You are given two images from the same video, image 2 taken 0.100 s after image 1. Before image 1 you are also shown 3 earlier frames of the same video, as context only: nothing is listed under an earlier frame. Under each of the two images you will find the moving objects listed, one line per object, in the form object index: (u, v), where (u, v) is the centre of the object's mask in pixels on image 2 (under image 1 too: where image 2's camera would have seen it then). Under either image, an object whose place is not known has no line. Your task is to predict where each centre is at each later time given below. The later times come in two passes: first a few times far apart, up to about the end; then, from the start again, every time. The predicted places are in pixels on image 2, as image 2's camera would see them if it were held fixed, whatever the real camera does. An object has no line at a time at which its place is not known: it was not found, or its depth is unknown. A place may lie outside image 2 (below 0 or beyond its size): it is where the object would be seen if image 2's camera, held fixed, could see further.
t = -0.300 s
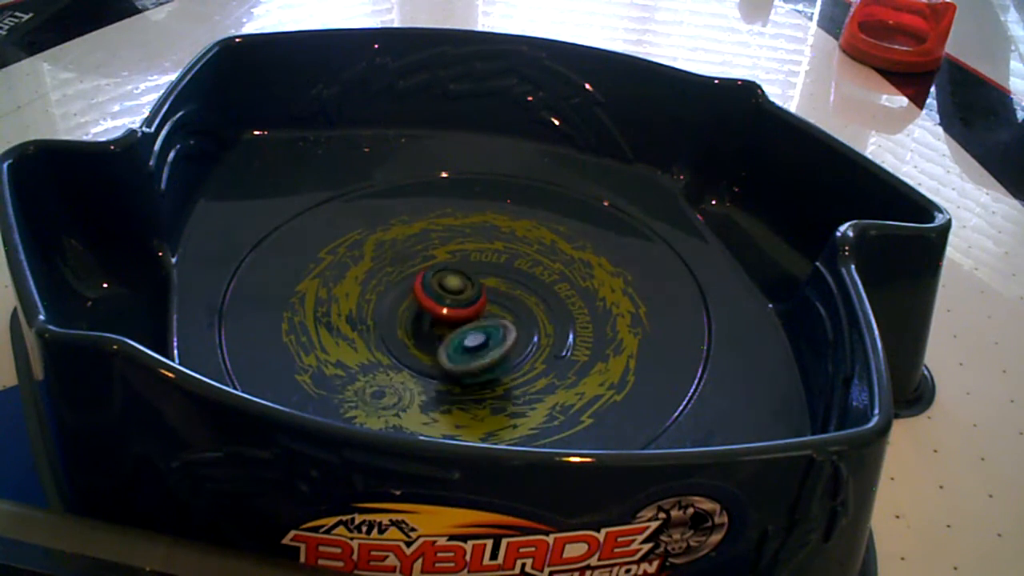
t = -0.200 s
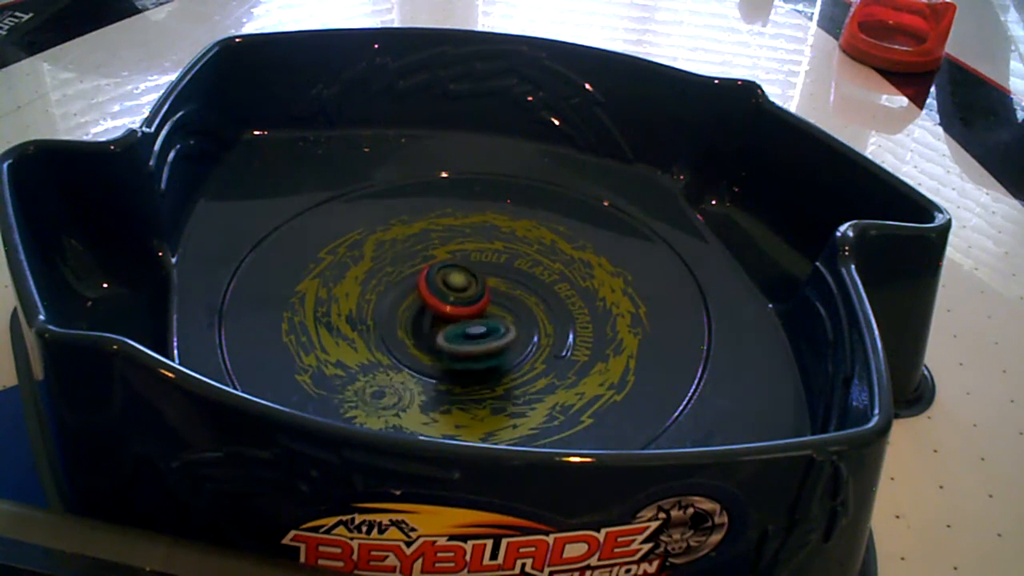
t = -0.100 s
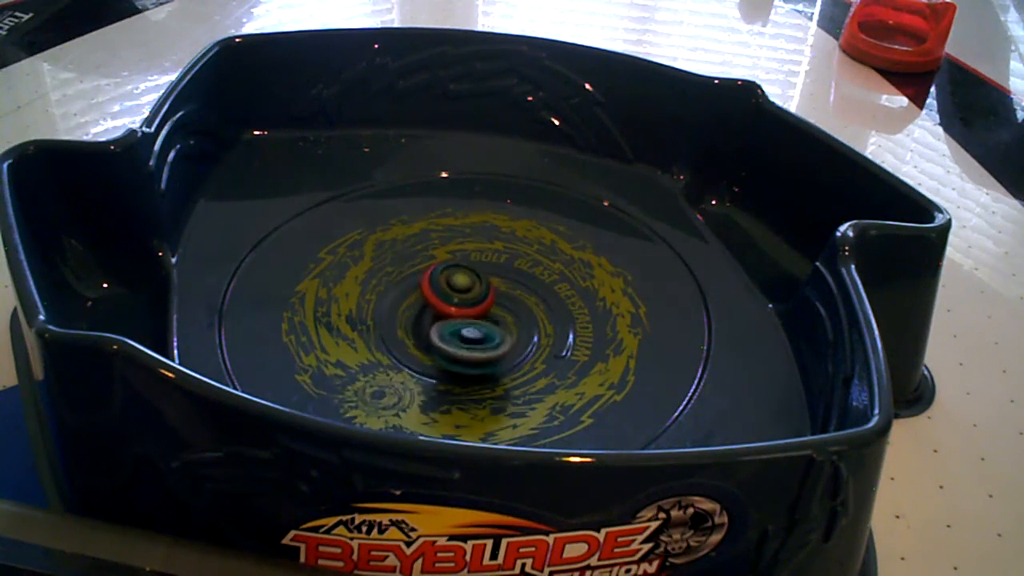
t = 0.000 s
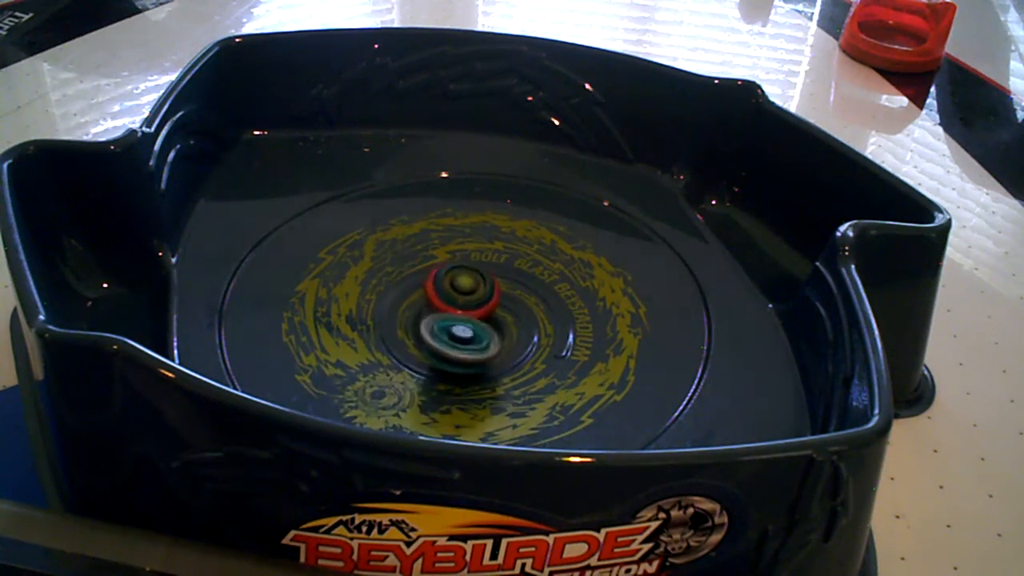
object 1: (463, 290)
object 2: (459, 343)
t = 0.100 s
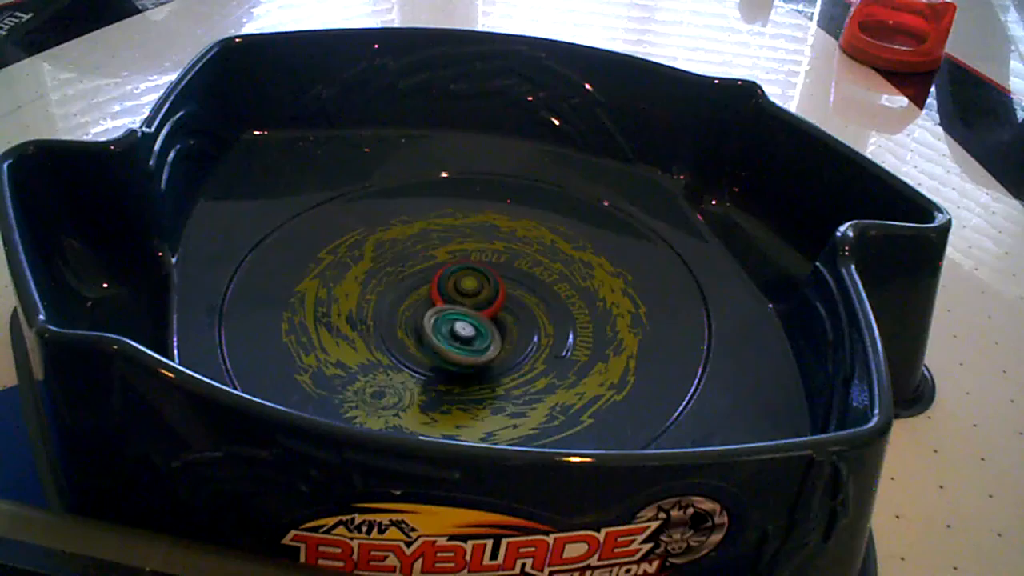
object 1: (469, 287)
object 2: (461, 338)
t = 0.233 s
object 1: (479, 282)
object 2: (460, 340)
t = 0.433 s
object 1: (493, 280)
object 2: (478, 338)
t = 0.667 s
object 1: (503, 283)
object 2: (495, 336)
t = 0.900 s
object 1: (514, 291)
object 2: (495, 343)
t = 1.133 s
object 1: (563, 215)
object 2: (381, 418)
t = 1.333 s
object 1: (543, 203)
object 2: (344, 410)
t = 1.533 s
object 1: (508, 230)
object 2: (390, 390)
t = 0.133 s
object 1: (470, 287)
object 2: (460, 339)
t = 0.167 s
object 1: (474, 285)
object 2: (458, 340)
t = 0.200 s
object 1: (476, 284)
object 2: (458, 341)
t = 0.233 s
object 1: (479, 282)
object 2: (460, 340)
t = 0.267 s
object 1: (484, 281)
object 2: (462, 341)
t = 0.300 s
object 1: (487, 280)
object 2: (466, 340)
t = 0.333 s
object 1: (489, 280)
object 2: (469, 340)
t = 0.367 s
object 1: (490, 280)
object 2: (472, 339)
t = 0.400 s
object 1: (491, 280)
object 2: (474, 338)
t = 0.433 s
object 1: (493, 280)
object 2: (478, 338)
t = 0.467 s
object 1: (494, 280)
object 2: (480, 337)
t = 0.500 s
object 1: (496, 280)
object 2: (484, 337)
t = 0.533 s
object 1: (497, 280)
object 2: (486, 337)
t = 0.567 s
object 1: (499, 280)
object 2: (489, 336)
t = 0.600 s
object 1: (500, 281)
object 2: (491, 336)
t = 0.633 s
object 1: (501, 282)
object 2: (493, 336)
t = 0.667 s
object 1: (503, 283)
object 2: (495, 336)
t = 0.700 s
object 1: (504, 283)
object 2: (497, 335)
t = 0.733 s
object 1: (506, 284)
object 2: (498, 337)
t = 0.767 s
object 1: (508, 286)
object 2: (499, 337)
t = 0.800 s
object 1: (510, 287)
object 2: (498, 340)
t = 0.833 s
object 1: (511, 289)
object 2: (496, 343)
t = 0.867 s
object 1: (512, 290)
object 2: (495, 344)
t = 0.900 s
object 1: (514, 291)
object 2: (495, 343)
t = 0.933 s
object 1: (515, 293)
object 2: (497, 343)
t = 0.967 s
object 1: (522, 287)
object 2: (488, 353)
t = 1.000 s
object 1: (535, 269)
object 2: (454, 380)
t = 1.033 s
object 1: (545, 248)
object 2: (431, 398)
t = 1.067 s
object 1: (554, 234)
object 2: (407, 411)
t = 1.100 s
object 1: (560, 222)
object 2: (391, 413)
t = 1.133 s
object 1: (563, 215)
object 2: (381, 418)
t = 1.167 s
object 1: (563, 208)
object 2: (375, 419)
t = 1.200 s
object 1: (560, 202)
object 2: (361, 419)
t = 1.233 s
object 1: (557, 200)
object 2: (357, 418)
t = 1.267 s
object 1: (552, 200)
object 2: (353, 417)
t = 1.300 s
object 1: (547, 201)
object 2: (344, 412)
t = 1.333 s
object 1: (543, 203)
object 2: (344, 410)
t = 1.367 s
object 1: (537, 206)
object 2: (353, 408)
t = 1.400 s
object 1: (531, 212)
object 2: (362, 405)
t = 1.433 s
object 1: (526, 215)
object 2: (370, 403)
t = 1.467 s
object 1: (520, 220)
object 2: (377, 401)
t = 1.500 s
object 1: (514, 225)
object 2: (385, 394)
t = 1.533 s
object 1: (508, 230)
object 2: (390, 390)
